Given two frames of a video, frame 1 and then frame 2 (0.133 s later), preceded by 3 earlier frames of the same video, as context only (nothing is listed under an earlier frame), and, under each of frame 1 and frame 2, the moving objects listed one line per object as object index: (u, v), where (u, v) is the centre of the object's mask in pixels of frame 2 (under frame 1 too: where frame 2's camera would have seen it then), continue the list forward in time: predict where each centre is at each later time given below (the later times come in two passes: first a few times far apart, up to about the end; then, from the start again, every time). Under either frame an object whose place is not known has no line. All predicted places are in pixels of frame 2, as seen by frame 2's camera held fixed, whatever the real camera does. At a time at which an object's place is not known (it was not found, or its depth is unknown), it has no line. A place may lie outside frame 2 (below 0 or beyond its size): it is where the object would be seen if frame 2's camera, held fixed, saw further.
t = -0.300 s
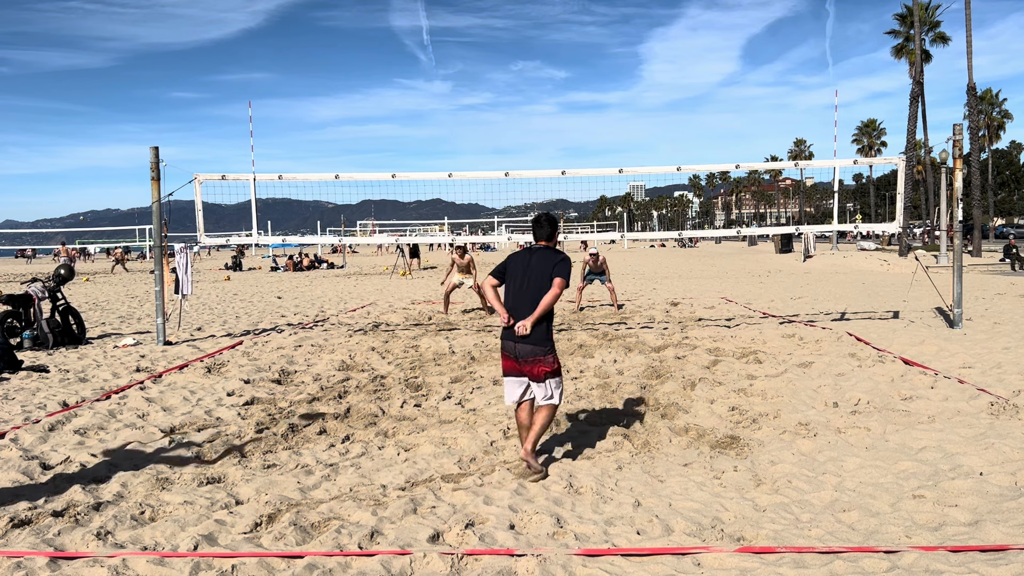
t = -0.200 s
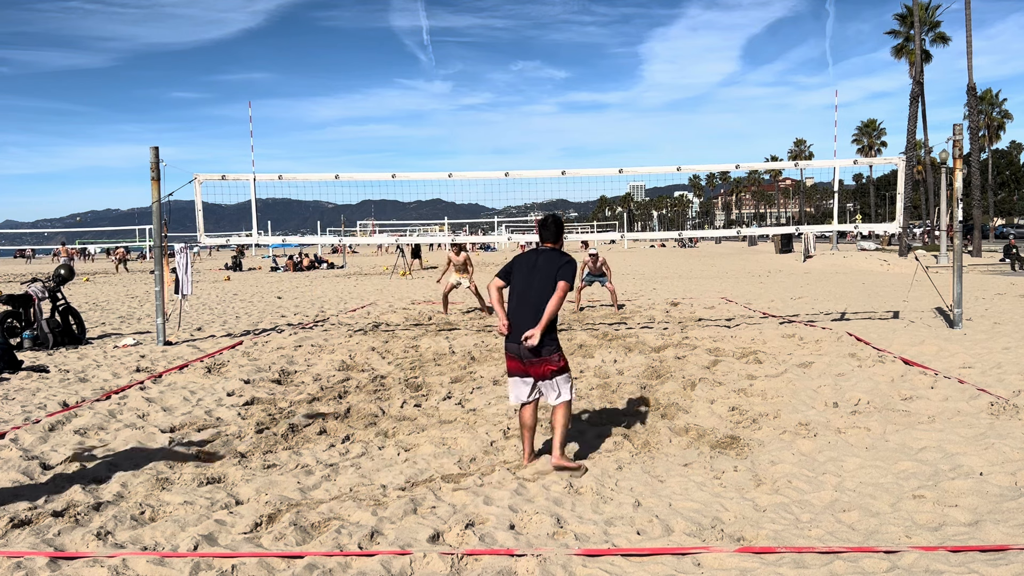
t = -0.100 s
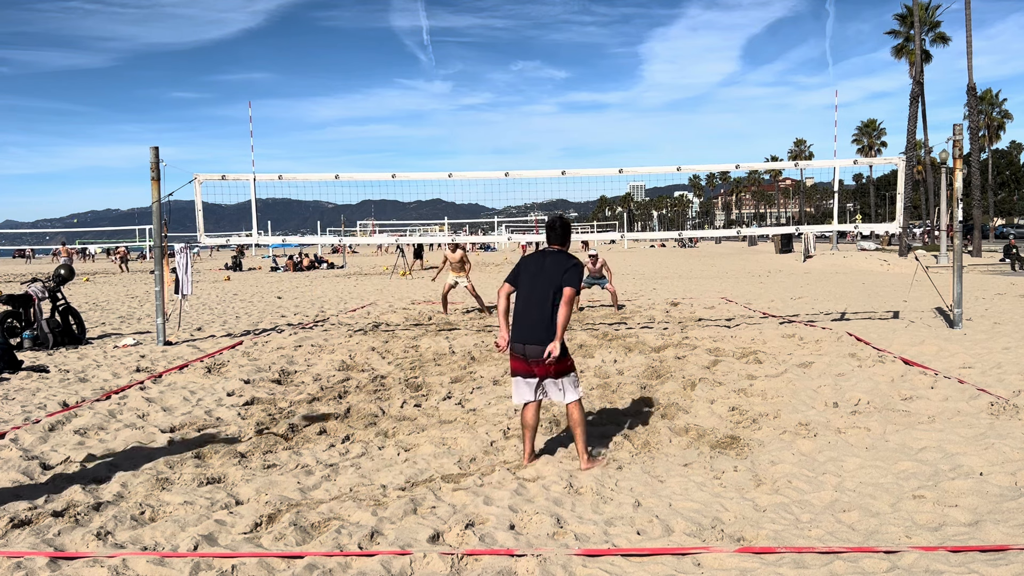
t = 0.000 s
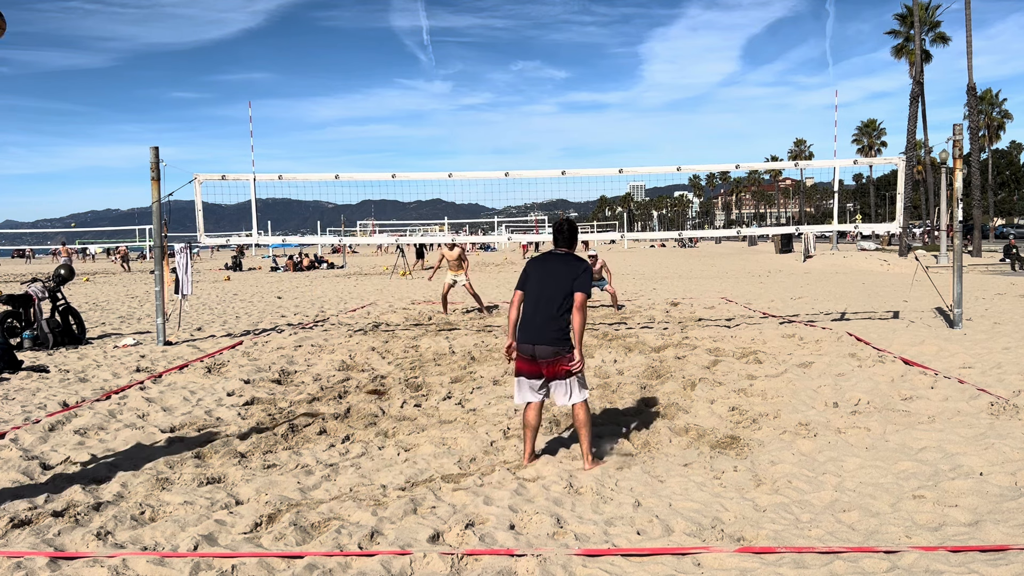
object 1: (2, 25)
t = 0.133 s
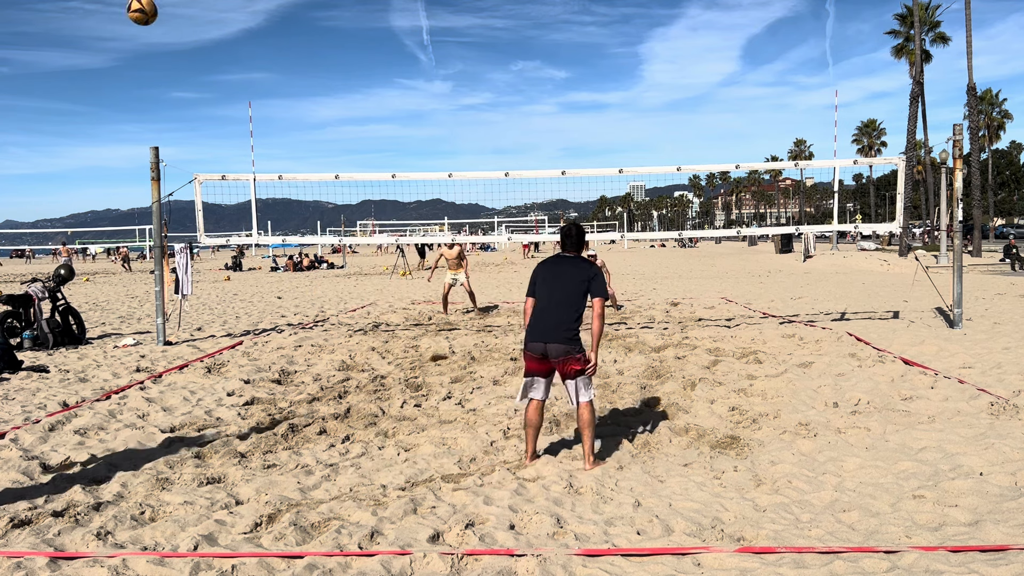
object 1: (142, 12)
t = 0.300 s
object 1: (253, 25)
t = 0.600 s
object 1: (361, 89)
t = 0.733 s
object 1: (391, 122)
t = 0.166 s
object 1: (170, 12)
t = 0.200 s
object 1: (194, 14)
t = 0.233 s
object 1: (216, 17)
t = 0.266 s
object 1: (235, 20)
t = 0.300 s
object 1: (253, 25)
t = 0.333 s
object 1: (269, 30)
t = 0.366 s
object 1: (284, 36)
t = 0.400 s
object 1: (298, 43)
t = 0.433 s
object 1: (311, 50)
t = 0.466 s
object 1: (323, 57)
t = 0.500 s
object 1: (333, 64)
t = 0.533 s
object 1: (343, 72)
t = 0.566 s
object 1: (352, 80)
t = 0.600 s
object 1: (361, 89)
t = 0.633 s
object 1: (369, 97)
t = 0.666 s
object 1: (377, 106)
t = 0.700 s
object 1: (384, 114)
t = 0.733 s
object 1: (391, 122)
